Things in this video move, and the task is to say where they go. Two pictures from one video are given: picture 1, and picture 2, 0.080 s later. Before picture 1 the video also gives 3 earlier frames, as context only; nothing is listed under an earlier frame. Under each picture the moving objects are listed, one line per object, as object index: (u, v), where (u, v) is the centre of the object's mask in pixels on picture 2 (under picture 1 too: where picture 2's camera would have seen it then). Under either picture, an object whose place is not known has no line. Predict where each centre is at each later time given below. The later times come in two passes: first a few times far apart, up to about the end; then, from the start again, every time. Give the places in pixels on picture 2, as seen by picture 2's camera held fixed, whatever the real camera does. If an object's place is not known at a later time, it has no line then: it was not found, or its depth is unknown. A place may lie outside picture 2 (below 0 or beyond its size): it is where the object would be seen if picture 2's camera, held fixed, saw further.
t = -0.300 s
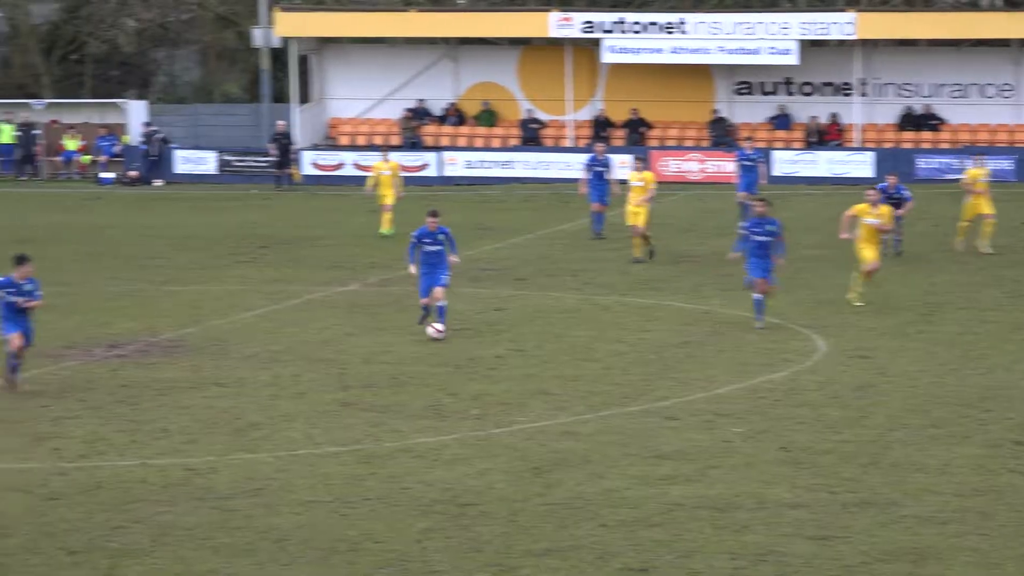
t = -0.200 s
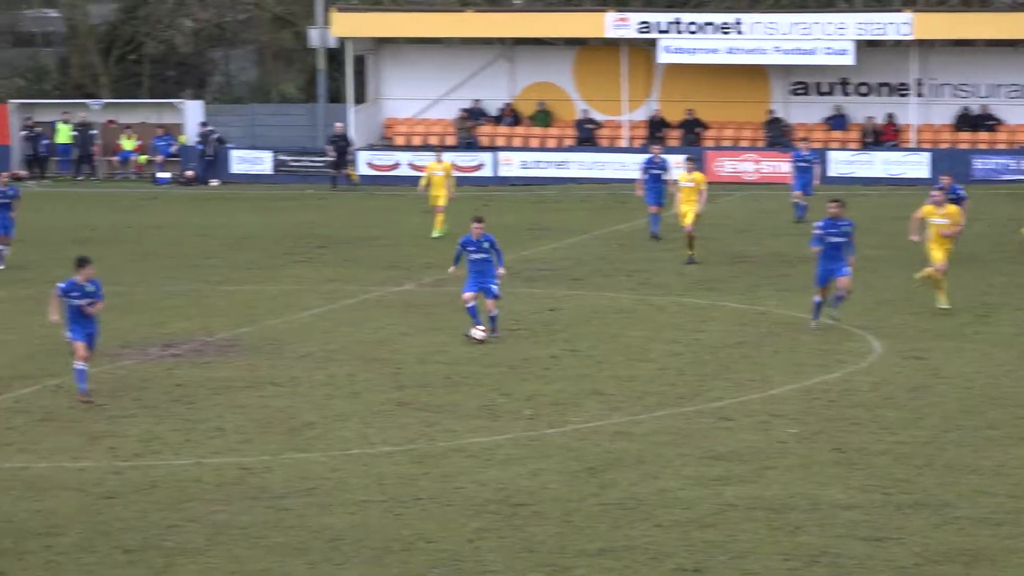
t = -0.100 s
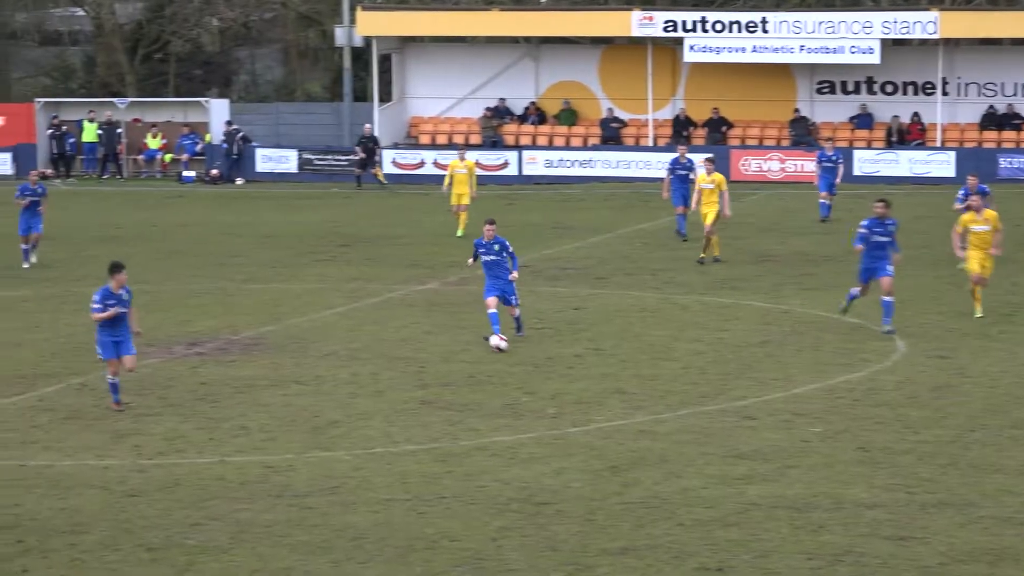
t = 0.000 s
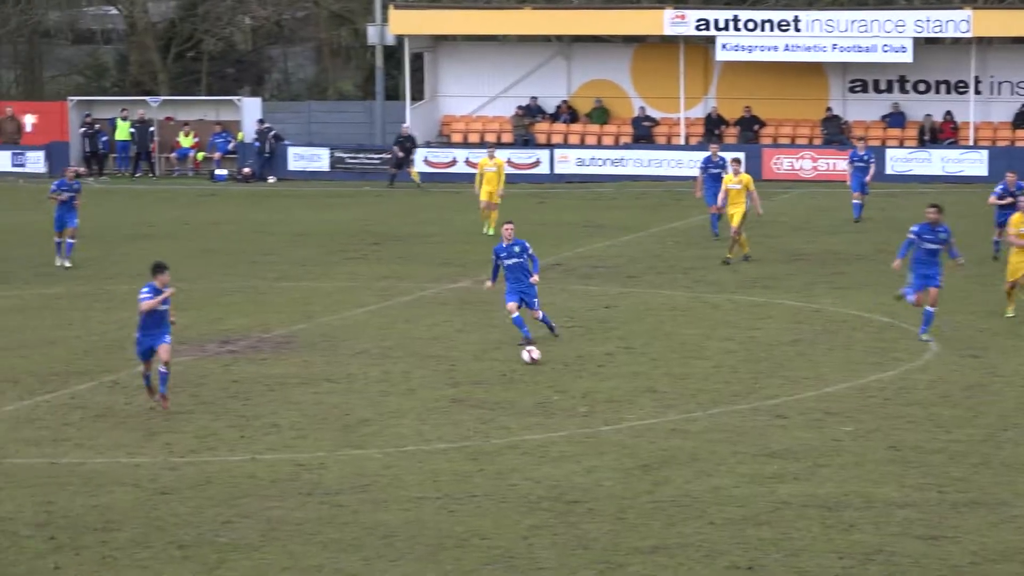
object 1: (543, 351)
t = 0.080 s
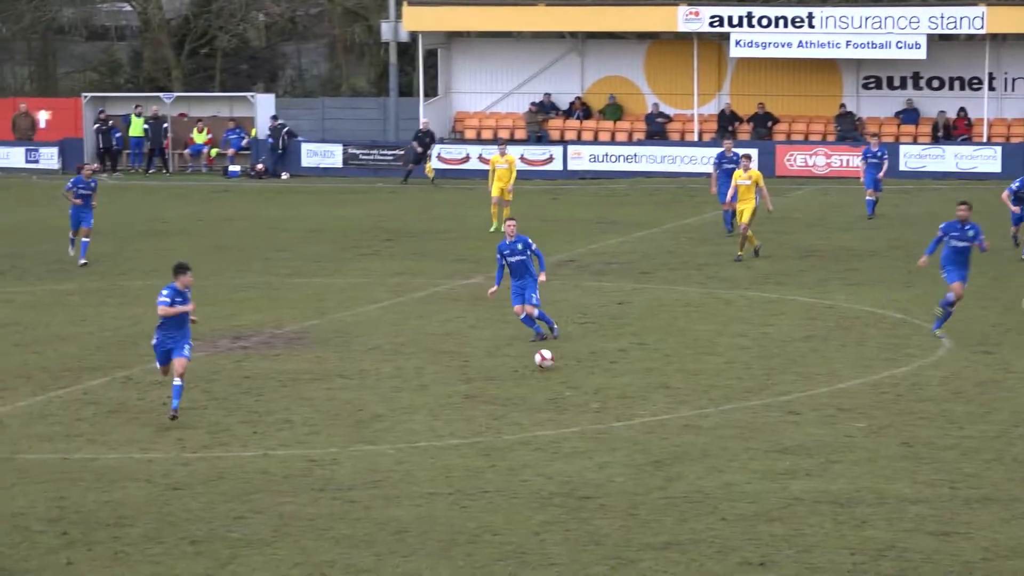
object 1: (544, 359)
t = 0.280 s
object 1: (548, 386)
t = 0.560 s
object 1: (554, 424)
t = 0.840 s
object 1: (557, 455)
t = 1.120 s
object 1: (557, 487)
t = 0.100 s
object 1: (544, 361)
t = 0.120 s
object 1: (545, 365)
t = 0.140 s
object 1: (546, 368)
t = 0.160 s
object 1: (546, 371)
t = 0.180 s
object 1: (546, 373)
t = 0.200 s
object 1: (546, 375)
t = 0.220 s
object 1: (546, 378)
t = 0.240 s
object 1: (547, 380)
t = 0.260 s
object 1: (548, 384)
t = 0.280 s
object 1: (548, 386)
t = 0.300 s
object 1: (549, 388)
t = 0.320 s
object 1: (549, 389)
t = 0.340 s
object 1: (549, 390)
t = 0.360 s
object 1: (550, 393)
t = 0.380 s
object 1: (550, 394)
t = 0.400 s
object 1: (551, 397)
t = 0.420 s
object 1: (551, 401)
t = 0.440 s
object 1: (552, 404)
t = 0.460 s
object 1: (552, 409)
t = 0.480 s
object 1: (552, 413)
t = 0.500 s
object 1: (552, 415)
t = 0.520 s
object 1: (552, 418)
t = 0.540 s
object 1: (553, 421)
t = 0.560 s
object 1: (554, 424)
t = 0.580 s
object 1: (554, 426)
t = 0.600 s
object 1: (554, 428)
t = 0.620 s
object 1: (555, 431)
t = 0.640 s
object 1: (555, 434)
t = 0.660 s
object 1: (555, 435)
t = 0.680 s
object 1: (555, 437)
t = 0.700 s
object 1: (556, 439)
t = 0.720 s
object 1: (556, 441)
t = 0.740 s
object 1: (556, 444)
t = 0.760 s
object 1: (556, 447)
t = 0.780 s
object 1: (557, 448)
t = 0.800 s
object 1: (557, 450)
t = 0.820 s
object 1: (557, 452)
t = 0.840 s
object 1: (557, 455)
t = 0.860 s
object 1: (557, 458)
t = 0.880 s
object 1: (557, 460)
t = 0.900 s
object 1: (558, 461)
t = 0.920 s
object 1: (558, 463)
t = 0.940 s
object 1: (557, 466)
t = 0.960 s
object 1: (558, 469)
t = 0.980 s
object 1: (558, 472)
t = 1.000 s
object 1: (558, 474)
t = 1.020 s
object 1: (558, 476)
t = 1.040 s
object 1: (558, 479)
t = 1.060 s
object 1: (557, 482)
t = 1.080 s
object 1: (557, 483)
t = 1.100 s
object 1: (557, 485)
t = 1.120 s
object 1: (557, 487)
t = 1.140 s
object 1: (558, 490)
